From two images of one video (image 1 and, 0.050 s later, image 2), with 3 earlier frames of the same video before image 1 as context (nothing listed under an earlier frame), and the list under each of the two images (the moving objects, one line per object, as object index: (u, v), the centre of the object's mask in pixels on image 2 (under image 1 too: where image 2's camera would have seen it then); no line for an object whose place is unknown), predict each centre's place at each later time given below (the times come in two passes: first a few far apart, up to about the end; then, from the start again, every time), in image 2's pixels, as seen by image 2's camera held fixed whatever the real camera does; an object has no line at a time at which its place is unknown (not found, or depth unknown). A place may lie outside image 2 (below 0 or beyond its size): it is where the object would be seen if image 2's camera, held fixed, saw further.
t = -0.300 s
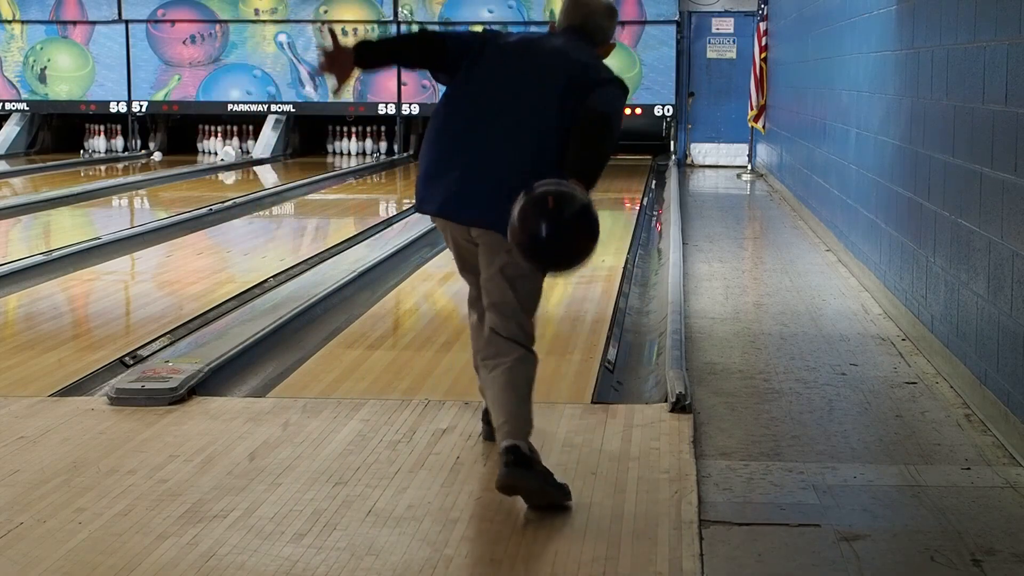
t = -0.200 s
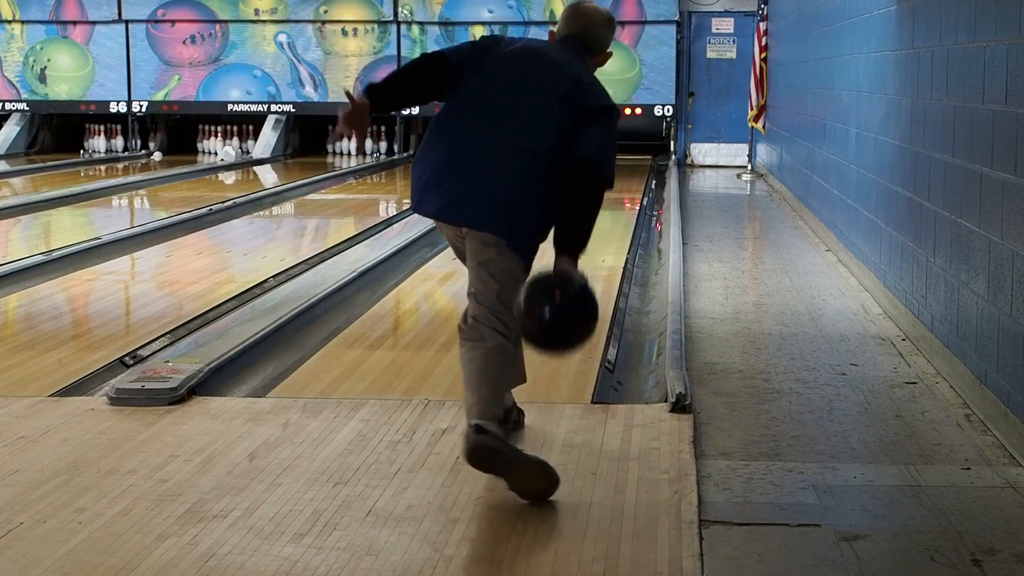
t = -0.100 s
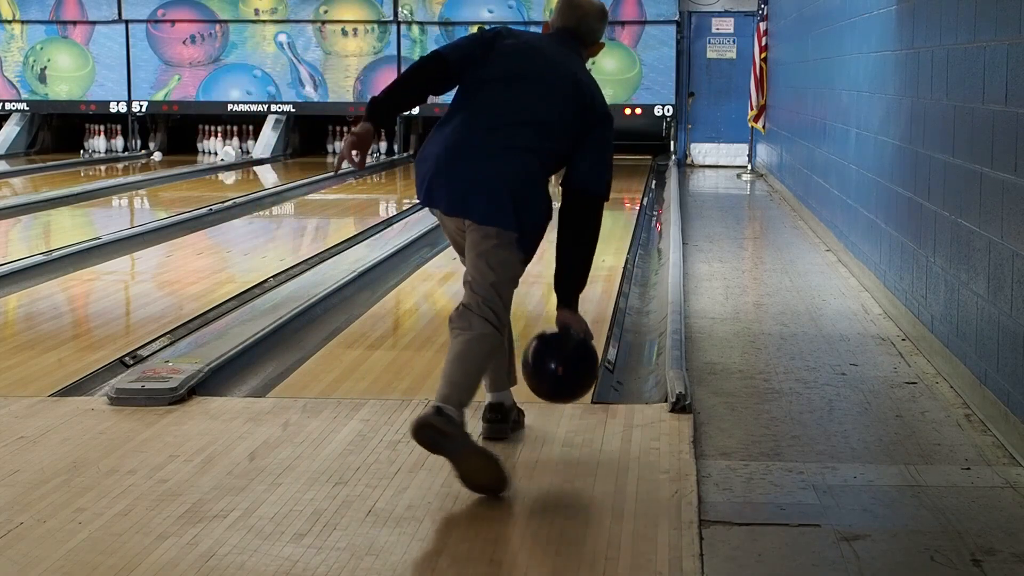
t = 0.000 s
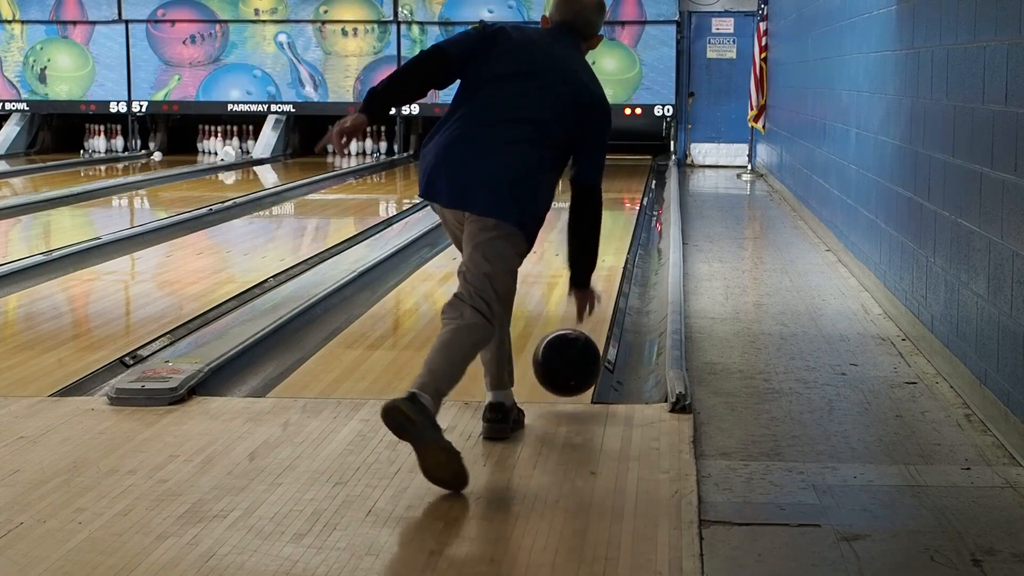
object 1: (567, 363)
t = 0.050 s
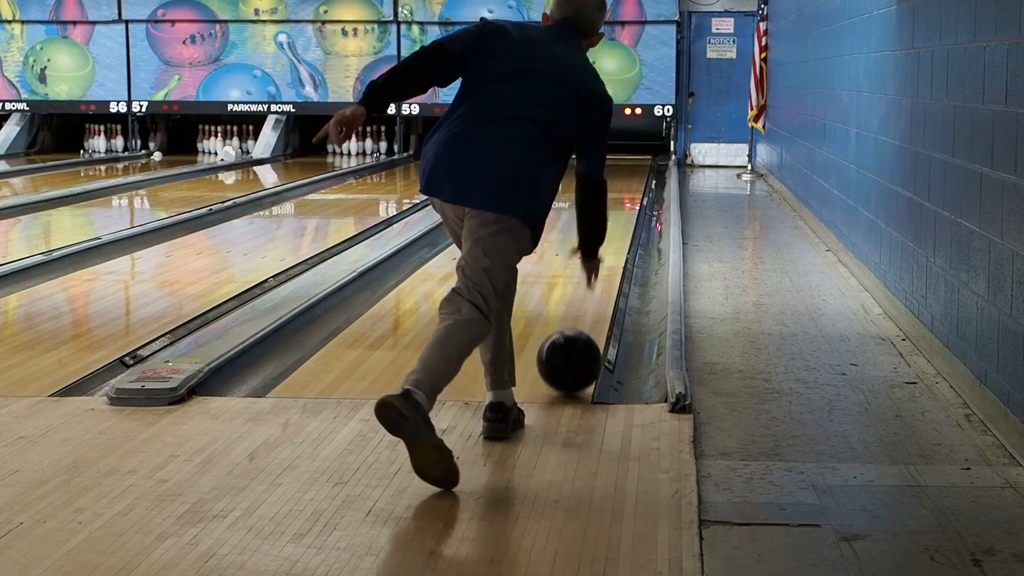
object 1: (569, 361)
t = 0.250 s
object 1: (577, 312)
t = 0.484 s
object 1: (583, 271)
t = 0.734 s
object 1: (586, 243)
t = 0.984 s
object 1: (588, 223)
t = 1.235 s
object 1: (590, 207)
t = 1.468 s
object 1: (592, 195)
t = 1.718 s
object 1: (599, 185)
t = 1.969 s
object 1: (602, 178)
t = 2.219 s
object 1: (599, 170)
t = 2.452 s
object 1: (594, 164)
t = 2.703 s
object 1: (593, 159)
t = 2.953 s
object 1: (590, 155)
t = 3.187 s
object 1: (588, 152)
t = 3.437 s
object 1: (583, 148)
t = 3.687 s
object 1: (574, 147)
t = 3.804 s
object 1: (569, 149)
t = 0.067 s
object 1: (570, 354)
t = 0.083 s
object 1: (571, 349)
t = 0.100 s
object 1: (571, 345)
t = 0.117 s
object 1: (572, 341)
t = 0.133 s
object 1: (573, 338)
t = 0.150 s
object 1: (573, 334)
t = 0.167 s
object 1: (574, 330)
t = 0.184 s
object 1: (575, 326)
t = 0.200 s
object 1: (575, 322)
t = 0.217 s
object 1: (576, 319)
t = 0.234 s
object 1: (577, 315)
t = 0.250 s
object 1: (577, 312)
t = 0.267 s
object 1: (578, 308)
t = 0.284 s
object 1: (578, 305)
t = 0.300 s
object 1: (579, 302)
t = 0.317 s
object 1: (579, 298)
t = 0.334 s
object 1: (579, 296)
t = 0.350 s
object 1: (580, 293)
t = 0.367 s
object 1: (580, 290)
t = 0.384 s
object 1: (581, 287)
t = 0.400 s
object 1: (581, 284)
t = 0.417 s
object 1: (581, 281)
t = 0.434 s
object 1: (582, 279)
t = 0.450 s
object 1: (582, 276)
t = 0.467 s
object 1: (582, 274)
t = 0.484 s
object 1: (583, 271)
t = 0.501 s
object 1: (583, 269)
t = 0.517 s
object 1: (583, 267)
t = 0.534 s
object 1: (584, 265)
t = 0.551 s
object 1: (584, 263)
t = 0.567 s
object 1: (584, 261)
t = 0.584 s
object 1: (585, 259)
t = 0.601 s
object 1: (585, 257)
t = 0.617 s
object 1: (585, 255)
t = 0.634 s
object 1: (585, 253)
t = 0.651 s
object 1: (585, 251)
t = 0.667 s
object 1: (585, 249)
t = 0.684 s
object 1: (586, 248)
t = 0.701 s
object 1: (586, 246)
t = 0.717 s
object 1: (586, 244)
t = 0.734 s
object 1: (586, 243)
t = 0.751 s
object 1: (586, 241)
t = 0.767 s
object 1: (587, 240)
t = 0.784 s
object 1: (587, 238)
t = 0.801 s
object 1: (587, 237)
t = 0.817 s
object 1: (587, 236)
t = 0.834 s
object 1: (587, 234)
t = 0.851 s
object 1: (587, 233)
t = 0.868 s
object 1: (587, 232)
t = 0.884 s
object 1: (588, 231)
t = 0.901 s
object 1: (588, 229)
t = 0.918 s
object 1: (588, 228)
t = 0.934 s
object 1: (588, 227)
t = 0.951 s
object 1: (588, 226)
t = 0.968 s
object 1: (588, 224)
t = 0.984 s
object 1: (588, 223)
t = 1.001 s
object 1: (588, 222)
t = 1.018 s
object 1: (589, 221)
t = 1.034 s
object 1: (589, 220)
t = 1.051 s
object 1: (589, 219)
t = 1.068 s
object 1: (589, 218)
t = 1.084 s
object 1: (589, 217)
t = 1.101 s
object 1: (589, 215)
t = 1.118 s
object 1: (589, 214)
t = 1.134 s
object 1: (590, 213)
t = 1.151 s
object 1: (590, 212)
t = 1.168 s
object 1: (590, 211)
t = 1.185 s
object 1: (590, 210)
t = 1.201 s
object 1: (590, 209)
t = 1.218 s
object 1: (590, 208)
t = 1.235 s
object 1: (590, 207)
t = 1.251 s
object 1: (590, 206)
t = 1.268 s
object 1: (590, 205)
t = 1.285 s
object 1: (590, 204)
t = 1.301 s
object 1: (591, 204)
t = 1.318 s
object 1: (591, 203)
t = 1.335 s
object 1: (591, 202)
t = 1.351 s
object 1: (591, 201)
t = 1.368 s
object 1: (591, 200)
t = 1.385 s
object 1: (591, 199)
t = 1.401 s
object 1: (591, 198)
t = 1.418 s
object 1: (591, 198)
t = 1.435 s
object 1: (591, 197)
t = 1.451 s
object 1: (591, 196)
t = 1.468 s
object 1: (592, 195)
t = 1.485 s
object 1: (592, 194)
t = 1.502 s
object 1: (592, 193)
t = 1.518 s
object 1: (592, 193)
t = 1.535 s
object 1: (593, 192)
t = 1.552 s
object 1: (594, 192)
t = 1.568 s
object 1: (595, 192)
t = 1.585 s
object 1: (596, 191)
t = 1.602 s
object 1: (596, 190)
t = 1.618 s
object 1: (597, 190)
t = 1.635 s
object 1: (597, 189)
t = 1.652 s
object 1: (597, 188)
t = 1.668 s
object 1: (598, 187)
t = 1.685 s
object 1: (598, 186)
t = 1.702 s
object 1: (599, 185)
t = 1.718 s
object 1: (599, 185)
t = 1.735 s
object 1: (599, 184)
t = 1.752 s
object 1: (599, 184)
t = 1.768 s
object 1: (599, 183)
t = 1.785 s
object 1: (599, 183)
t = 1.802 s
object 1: (600, 182)
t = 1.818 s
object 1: (600, 182)
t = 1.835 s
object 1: (601, 181)
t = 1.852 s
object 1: (601, 181)
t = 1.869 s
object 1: (601, 181)
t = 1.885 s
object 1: (601, 180)
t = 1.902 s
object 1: (601, 180)
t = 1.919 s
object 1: (601, 179)
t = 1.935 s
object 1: (601, 179)
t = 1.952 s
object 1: (602, 178)
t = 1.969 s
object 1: (602, 178)
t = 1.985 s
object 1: (602, 178)
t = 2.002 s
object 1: (602, 177)
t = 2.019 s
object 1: (602, 176)
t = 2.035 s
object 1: (602, 175)
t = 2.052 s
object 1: (601, 175)
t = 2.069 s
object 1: (601, 174)
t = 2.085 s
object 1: (601, 174)
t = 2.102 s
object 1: (600, 173)
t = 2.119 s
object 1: (600, 173)
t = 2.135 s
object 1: (600, 172)
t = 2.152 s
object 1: (600, 171)
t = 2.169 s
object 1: (600, 171)
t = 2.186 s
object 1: (600, 171)
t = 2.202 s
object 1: (599, 170)
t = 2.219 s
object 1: (599, 170)
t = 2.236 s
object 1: (598, 169)
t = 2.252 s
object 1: (598, 169)
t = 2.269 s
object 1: (597, 168)
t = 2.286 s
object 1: (597, 168)
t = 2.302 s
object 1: (596, 167)
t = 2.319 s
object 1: (595, 167)
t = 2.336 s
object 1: (595, 166)
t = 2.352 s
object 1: (594, 166)
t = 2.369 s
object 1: (594, 165)
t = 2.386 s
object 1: (594, 165)
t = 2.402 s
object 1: (594, 165)
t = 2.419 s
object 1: (594, 164)
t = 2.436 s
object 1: (594, 164)
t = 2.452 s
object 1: (594, 164)
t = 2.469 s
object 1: (594, 163)
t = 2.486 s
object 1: (594, 163)
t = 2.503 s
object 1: (594, 163)
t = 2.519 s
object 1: (594, 163)
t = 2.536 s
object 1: (594, 162)
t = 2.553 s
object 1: (594, 162)
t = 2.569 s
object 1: (594, 162)
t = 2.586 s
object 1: (594, 162)
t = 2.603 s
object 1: (593, 161)
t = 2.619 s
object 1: (593, 161)
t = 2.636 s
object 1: (593, 160)
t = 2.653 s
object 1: (593, 160)
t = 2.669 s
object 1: (593, 160)
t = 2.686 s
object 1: (593, 160)
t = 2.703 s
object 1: (593, 159)
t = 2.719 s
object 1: (593, 159)
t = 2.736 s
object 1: (592, 159)
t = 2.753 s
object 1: (593, 159)
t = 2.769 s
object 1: (592, 158)
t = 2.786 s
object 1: (592, 158)
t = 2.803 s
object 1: (592, 158)
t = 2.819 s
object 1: (592, 157)
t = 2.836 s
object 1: (592, 157)
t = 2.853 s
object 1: (591, 157)
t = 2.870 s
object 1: (591, 157)
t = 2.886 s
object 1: (591, 156)
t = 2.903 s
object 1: (591, 156)
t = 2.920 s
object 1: (591, 156)
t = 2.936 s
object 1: (590, 156)
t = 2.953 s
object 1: (590, 155)
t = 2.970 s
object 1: (590, 155)
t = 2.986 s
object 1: (590, 155)
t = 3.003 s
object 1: (590, 155)
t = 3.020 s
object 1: (590, 154)
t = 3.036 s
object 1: (590, 154)
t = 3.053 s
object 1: (589, 154)
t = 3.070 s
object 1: (589, 154)
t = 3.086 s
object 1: (589, 153)
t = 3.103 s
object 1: (589, 153)
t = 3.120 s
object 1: (589, 153)
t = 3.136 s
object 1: (588, 153)
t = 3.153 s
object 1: (588, 153)
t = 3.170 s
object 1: (588, 152)
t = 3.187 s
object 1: (588, 152)
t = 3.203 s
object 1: (587, 152)
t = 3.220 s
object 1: (587, 152)
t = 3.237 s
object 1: (587, 151)
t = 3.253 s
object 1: (587, 151)
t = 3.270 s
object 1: (587, 151)
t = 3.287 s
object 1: (586, 150)
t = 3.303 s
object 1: (586, 150)
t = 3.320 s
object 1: (586, 150)
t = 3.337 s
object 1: (585, 150)
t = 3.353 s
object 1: (585, 149)
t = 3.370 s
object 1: (585, 149)
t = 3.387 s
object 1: (584, 149)
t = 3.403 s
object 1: (584, 149)
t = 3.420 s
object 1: (583, 149)
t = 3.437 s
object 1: (583, 148)
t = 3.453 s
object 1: (583, 148)
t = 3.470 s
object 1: (582, 148)
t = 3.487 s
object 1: (582, 148)
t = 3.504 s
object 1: (582, 147)
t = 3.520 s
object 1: (582, 147)
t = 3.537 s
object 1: (582, 147)
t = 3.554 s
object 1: (582, 147)
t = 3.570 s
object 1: (581, 147)
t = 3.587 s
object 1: (581, 146)
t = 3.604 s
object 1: (579, 146)
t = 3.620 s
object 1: (577, 146)
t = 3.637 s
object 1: (577, 147)
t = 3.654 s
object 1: (575, 147)
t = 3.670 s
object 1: (574, 147)
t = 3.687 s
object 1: (574, 147)
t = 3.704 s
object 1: (574, 147)
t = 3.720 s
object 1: (572, 147)
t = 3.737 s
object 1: (572, 147)
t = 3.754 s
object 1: (570, 148)
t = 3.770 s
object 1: (567, 148)
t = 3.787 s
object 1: (568, 149)
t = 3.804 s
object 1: (569, 149)
